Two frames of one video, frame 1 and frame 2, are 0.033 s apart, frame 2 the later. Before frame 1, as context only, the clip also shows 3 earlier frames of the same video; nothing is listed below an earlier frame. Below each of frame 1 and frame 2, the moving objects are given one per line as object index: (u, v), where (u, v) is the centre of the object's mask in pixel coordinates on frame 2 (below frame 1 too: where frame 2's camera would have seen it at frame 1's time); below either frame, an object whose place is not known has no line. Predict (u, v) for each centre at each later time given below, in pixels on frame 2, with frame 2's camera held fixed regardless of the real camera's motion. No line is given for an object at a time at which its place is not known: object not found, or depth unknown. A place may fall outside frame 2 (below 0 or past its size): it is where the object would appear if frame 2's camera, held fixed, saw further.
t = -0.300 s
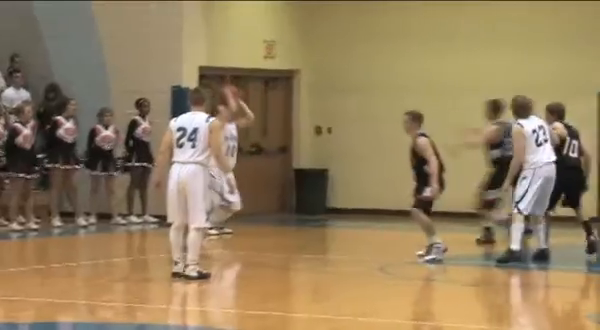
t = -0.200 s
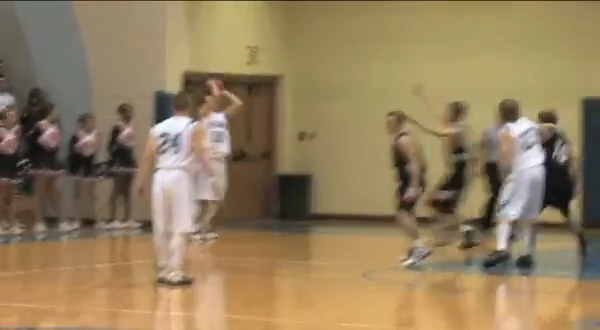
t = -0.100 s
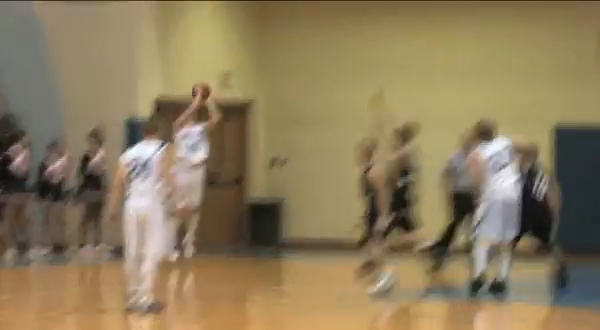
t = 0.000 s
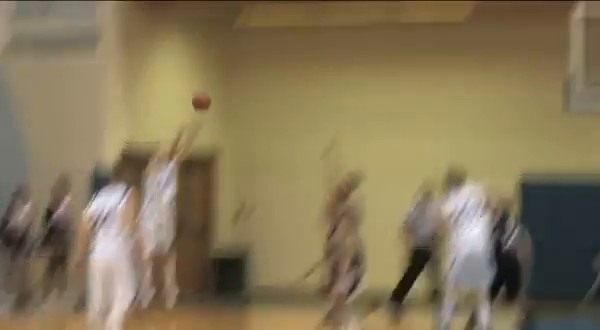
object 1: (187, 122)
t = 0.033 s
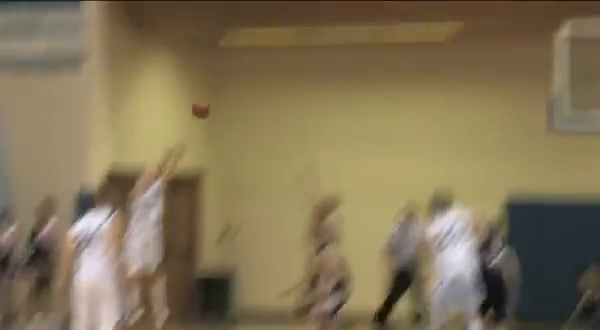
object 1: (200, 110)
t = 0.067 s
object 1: (214, 97)
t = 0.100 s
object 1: (227, 85)
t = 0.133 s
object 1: (240, 74)
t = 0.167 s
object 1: (253, 63)
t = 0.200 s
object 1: (267, 54)
